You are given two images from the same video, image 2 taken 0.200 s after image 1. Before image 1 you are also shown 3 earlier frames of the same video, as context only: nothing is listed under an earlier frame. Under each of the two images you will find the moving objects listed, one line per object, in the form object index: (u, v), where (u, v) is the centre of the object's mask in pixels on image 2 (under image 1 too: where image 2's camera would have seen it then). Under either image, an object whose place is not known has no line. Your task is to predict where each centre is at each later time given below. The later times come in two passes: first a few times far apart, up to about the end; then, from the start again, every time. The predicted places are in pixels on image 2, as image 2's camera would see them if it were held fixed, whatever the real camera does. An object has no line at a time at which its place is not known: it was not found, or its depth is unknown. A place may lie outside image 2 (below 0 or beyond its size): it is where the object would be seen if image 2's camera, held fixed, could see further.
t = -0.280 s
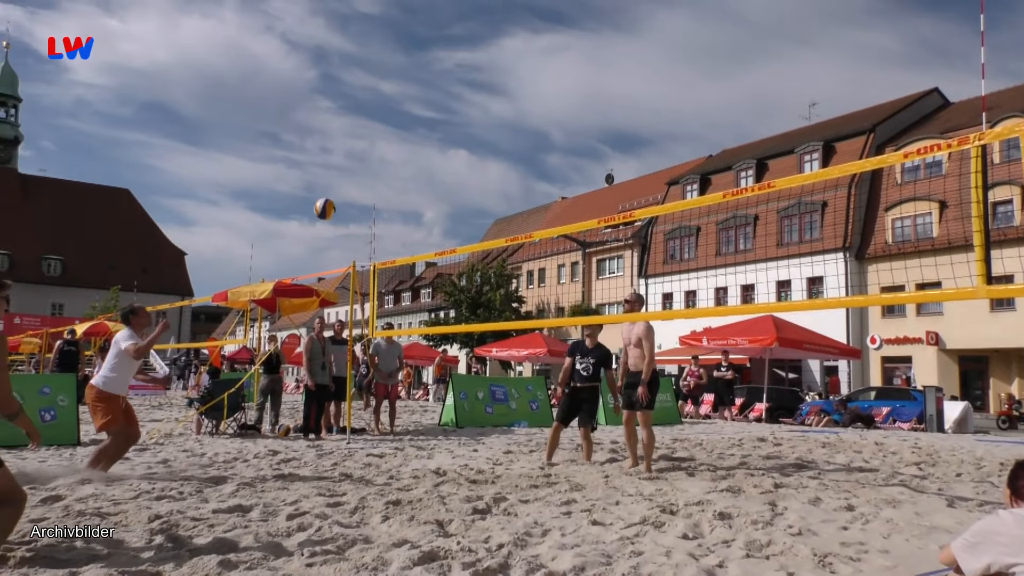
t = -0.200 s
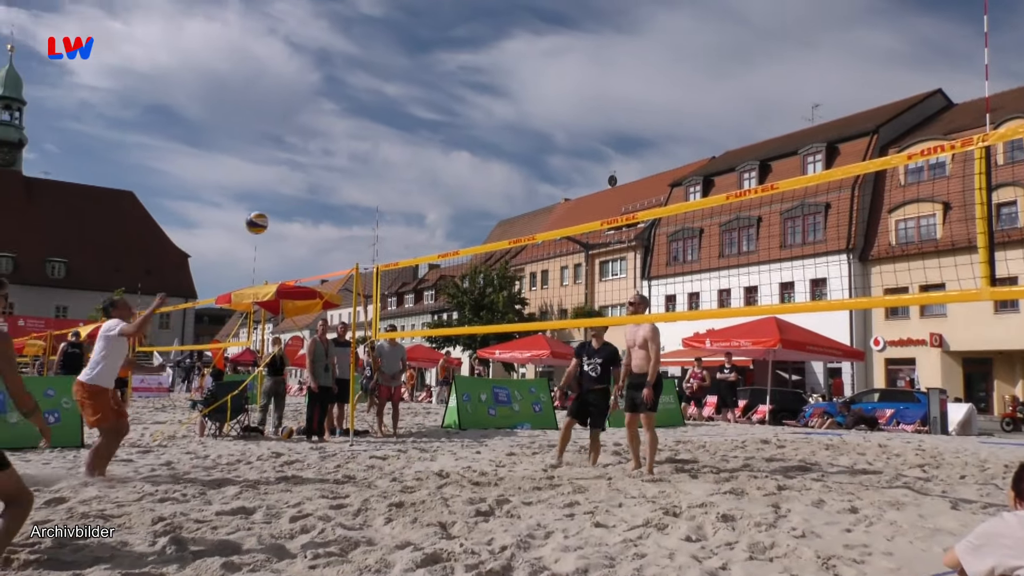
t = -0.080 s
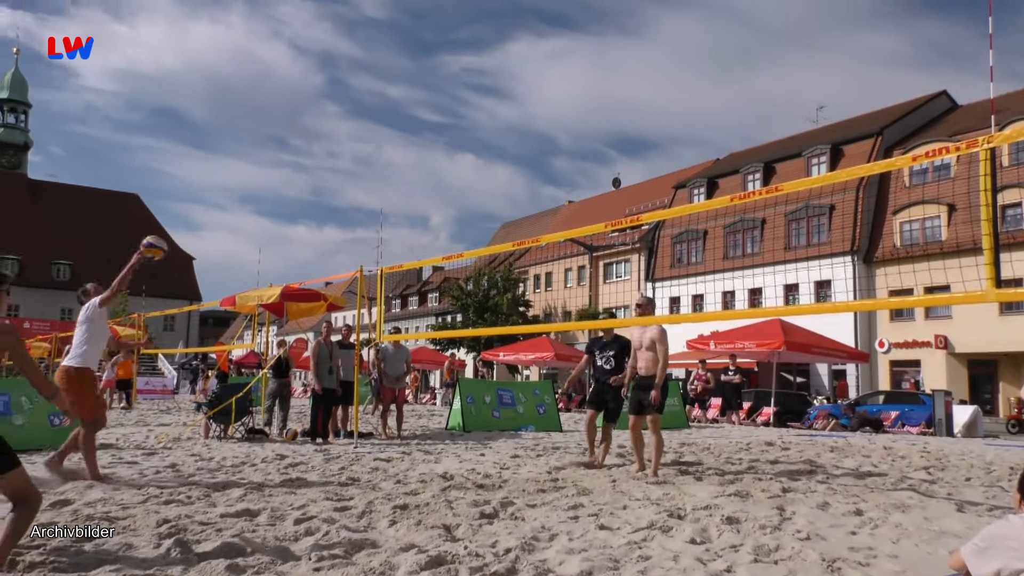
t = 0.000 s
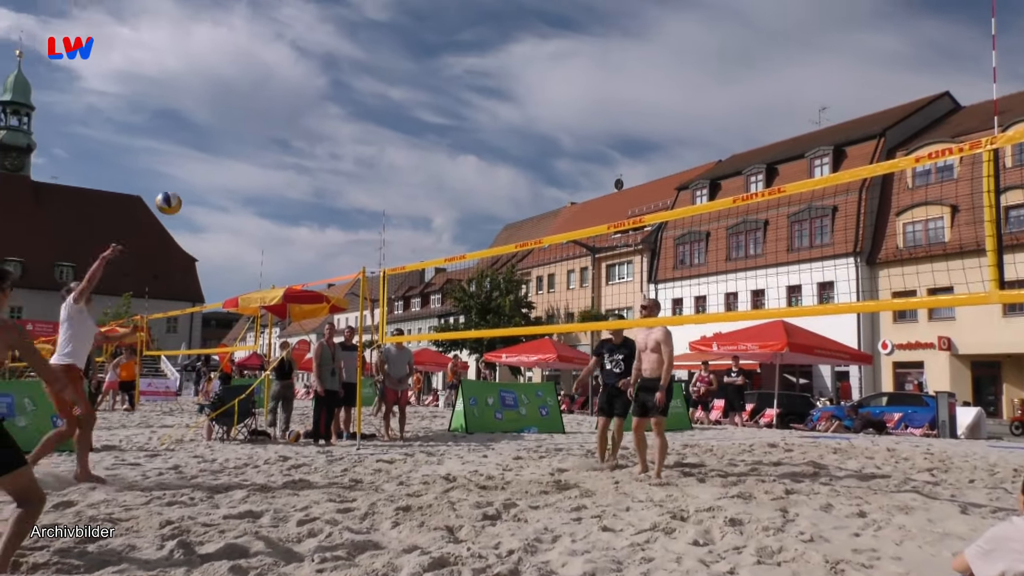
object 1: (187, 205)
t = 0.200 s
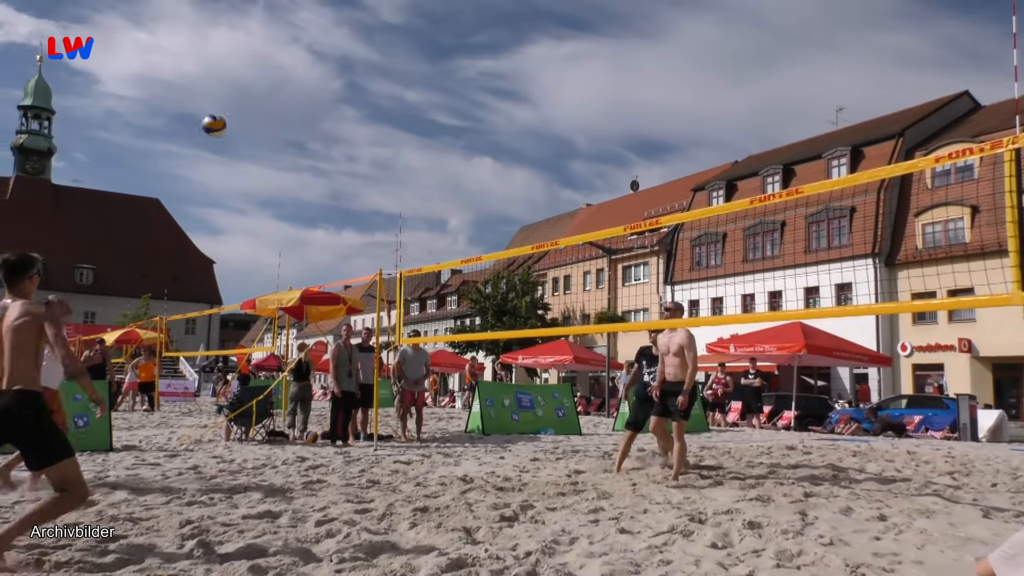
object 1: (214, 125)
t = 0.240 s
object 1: (219, 115)
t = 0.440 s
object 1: (241, 88)
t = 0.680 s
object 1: (263, 107)
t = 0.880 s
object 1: (278, 165)
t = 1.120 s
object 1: (293, 281)
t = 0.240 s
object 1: (219, 115)
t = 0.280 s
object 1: (224, 106)
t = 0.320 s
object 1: (228, 99)
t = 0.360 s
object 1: (232, 93)
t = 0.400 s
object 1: (236, 89)
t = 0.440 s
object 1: (241, 88)
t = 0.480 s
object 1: (245, 87)
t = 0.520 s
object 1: (248, 88)
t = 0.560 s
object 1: (252, 91)
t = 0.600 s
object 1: (256, 94)
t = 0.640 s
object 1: (260, 101)
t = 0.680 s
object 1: (263, 107)
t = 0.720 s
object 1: (266, 116)
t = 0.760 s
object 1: (269, 126)
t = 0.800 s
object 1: (273, 138)
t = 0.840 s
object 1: (276, 151)
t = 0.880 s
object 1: (278, 165)
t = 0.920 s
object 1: (281, 181)
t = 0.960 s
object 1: (284, 199)
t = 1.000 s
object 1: (285, 217)
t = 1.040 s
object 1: (288, 237)
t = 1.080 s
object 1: (290, 258)
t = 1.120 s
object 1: (293, 281)
